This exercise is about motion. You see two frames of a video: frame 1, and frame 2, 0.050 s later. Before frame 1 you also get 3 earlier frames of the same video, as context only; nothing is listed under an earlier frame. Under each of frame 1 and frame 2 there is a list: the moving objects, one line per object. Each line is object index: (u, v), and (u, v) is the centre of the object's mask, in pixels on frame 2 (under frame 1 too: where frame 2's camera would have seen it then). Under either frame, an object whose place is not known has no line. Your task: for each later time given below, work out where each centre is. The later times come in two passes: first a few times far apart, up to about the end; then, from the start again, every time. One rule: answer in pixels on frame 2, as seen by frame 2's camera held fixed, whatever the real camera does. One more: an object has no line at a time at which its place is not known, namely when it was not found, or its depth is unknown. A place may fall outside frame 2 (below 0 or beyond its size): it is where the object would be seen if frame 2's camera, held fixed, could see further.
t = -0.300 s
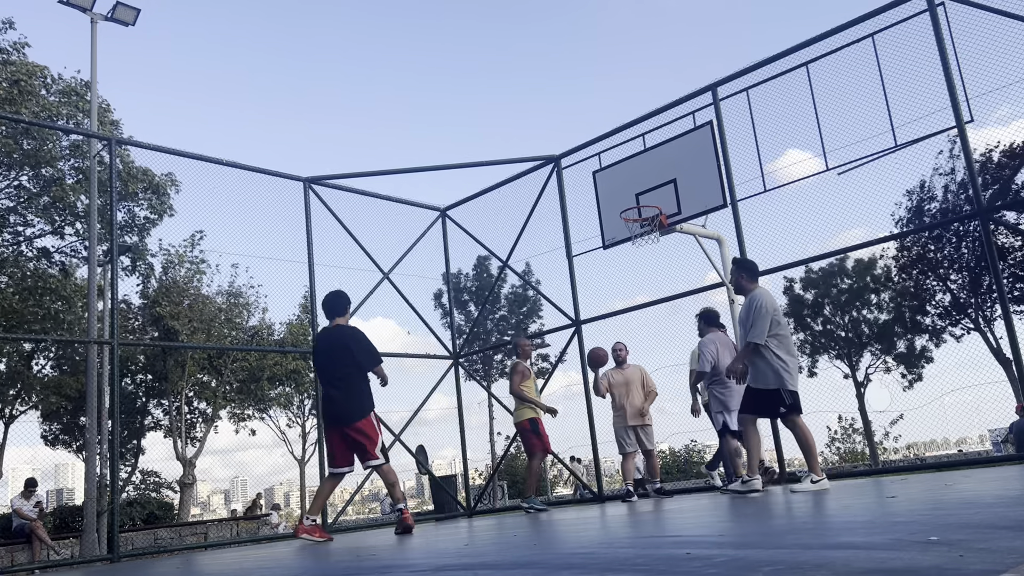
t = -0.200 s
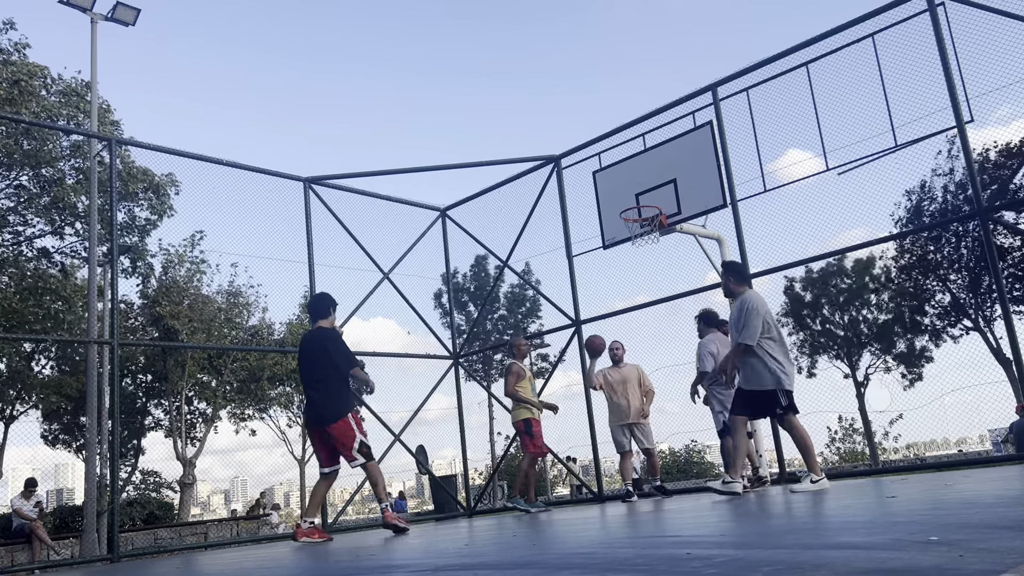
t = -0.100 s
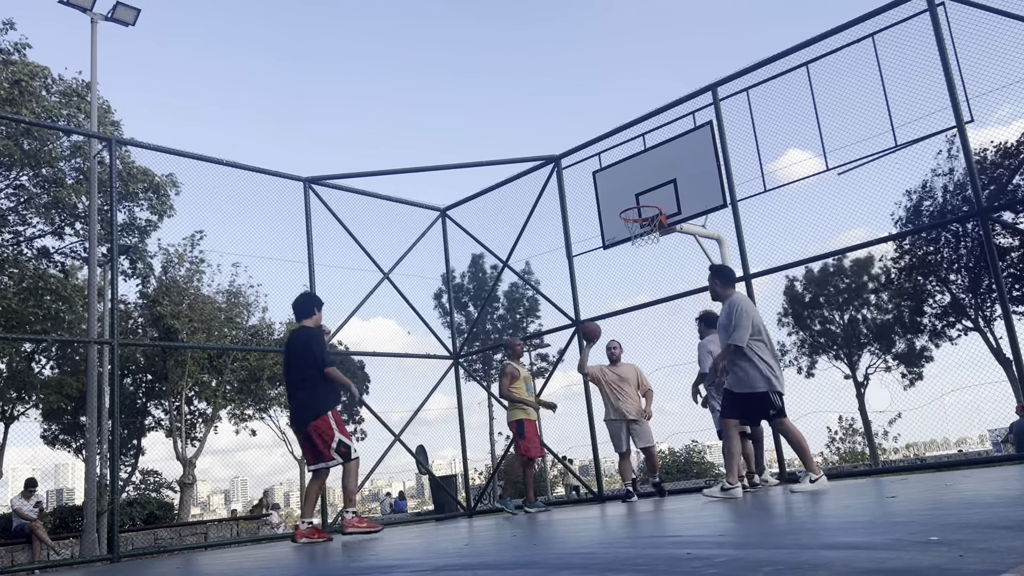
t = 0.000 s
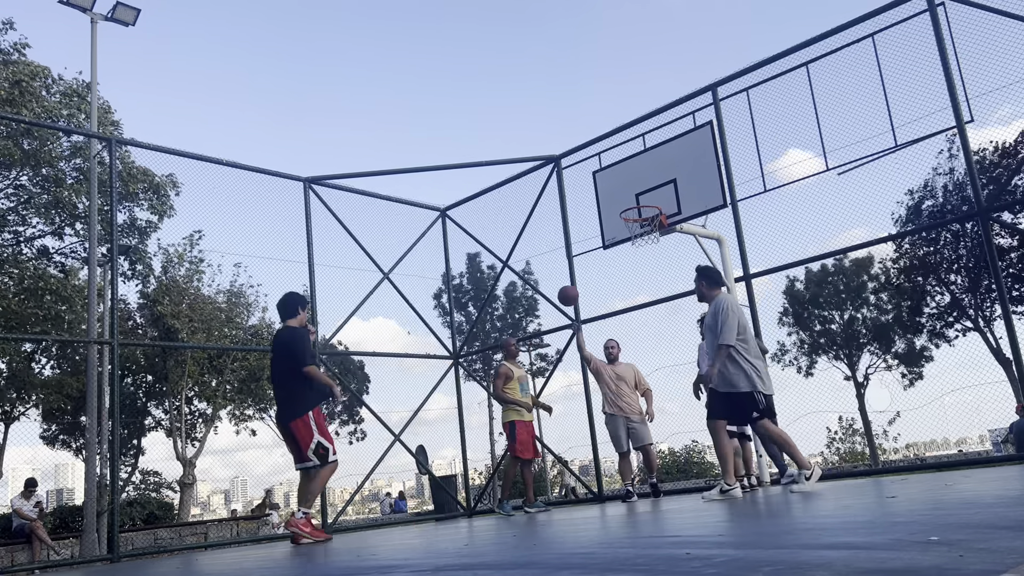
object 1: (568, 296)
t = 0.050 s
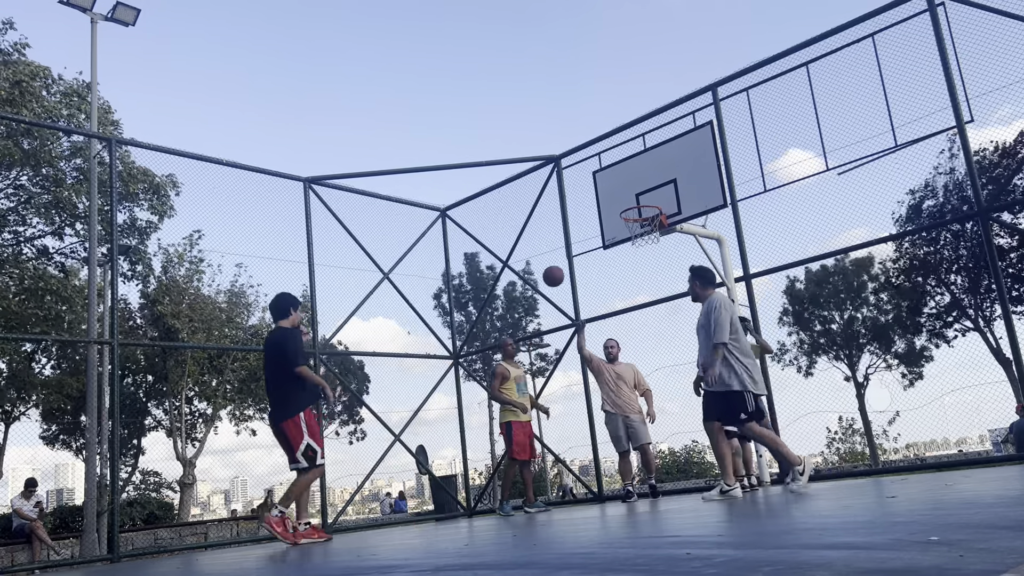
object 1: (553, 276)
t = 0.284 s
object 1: (484, 207)
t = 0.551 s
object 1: (399, 180)
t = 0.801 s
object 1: (306, 218)
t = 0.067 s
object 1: (549, 270)
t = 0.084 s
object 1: (544, 264)
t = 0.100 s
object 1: (539, 258)
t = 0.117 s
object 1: (534, 253)
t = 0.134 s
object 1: (529, 247)
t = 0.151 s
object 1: (524, 242)
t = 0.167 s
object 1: (519, 237)
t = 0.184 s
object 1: (514, 232)
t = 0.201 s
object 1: (509, 228)
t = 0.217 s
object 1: (504, 223)
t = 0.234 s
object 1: (499, 219)
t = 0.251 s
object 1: (494, 215)
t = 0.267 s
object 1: (489, 211)
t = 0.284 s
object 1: (484, 207)
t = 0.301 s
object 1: (479, 204)
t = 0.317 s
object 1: (474, 201)
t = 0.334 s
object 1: (468, 198)
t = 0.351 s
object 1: (463, 195)
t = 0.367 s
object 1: (458, 192)
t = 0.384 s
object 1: (453, 190)
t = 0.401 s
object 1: (448, 188)
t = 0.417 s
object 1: (442, 186)
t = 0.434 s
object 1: (437, 184)
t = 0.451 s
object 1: (432, 183)
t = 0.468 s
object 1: (426, 182)
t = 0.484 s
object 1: (421, 181)
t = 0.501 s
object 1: (415, 180)
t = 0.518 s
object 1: (410, 180)
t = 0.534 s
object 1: (404, 180)
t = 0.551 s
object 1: (399, 180)
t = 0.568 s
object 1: (393, 180)
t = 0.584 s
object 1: (387, 181)
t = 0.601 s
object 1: (381, 182)
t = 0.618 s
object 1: (376, 183)
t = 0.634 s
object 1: (370, 185)
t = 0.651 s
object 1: (364, 186)
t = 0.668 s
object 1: (357, 188)
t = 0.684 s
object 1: (351, 191)
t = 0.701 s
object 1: (345, 194)
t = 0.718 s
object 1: (339, 197)
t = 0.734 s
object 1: (333, 200)
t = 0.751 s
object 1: (326, 204)
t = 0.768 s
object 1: (320, 208)
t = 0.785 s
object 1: (313, 213)
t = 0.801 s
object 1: (306, 218)
